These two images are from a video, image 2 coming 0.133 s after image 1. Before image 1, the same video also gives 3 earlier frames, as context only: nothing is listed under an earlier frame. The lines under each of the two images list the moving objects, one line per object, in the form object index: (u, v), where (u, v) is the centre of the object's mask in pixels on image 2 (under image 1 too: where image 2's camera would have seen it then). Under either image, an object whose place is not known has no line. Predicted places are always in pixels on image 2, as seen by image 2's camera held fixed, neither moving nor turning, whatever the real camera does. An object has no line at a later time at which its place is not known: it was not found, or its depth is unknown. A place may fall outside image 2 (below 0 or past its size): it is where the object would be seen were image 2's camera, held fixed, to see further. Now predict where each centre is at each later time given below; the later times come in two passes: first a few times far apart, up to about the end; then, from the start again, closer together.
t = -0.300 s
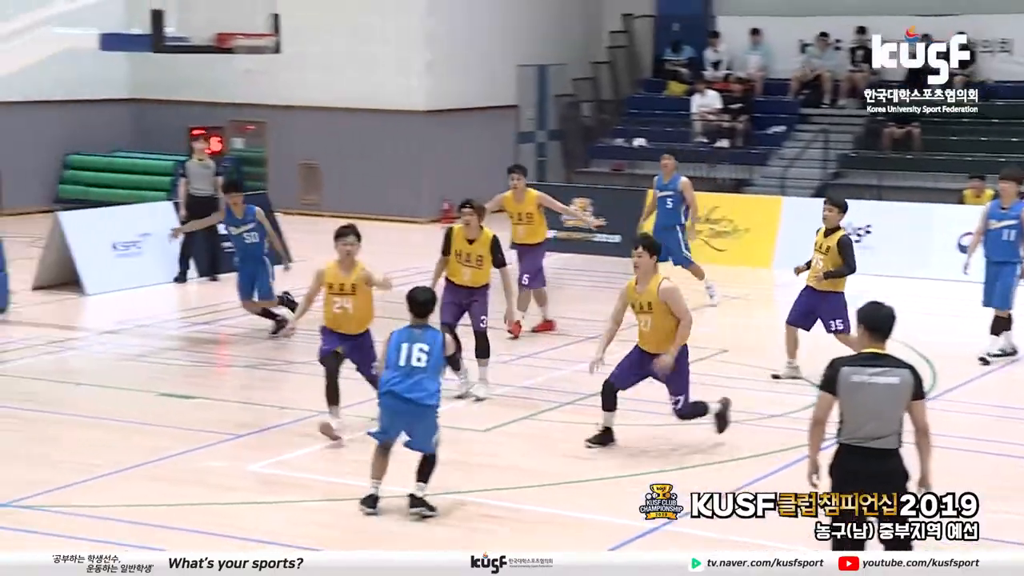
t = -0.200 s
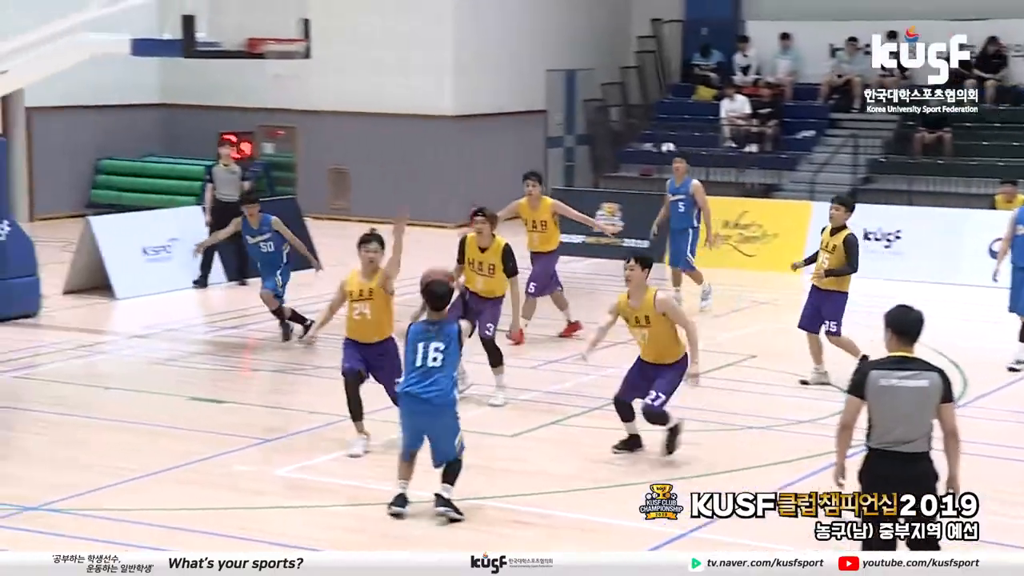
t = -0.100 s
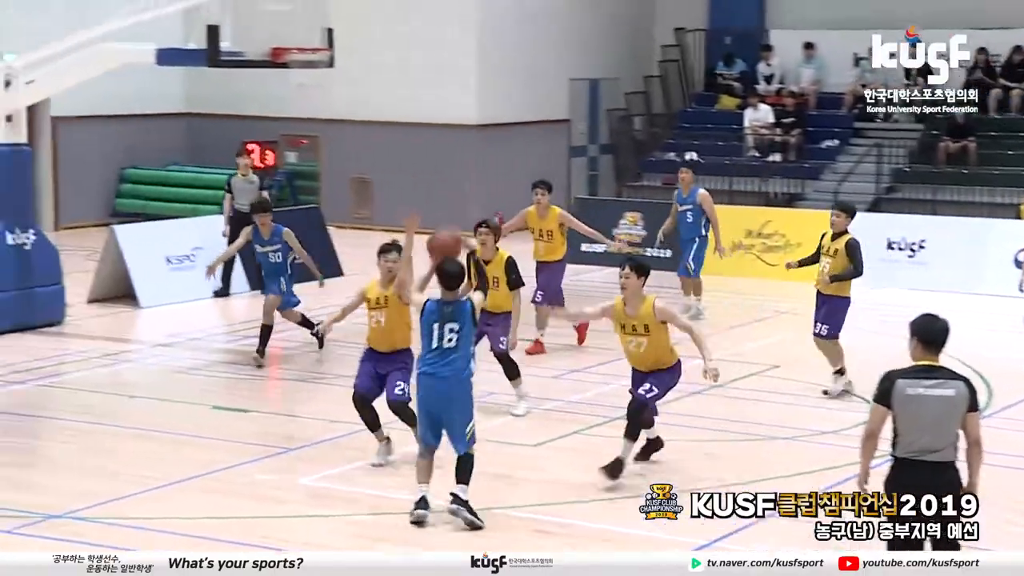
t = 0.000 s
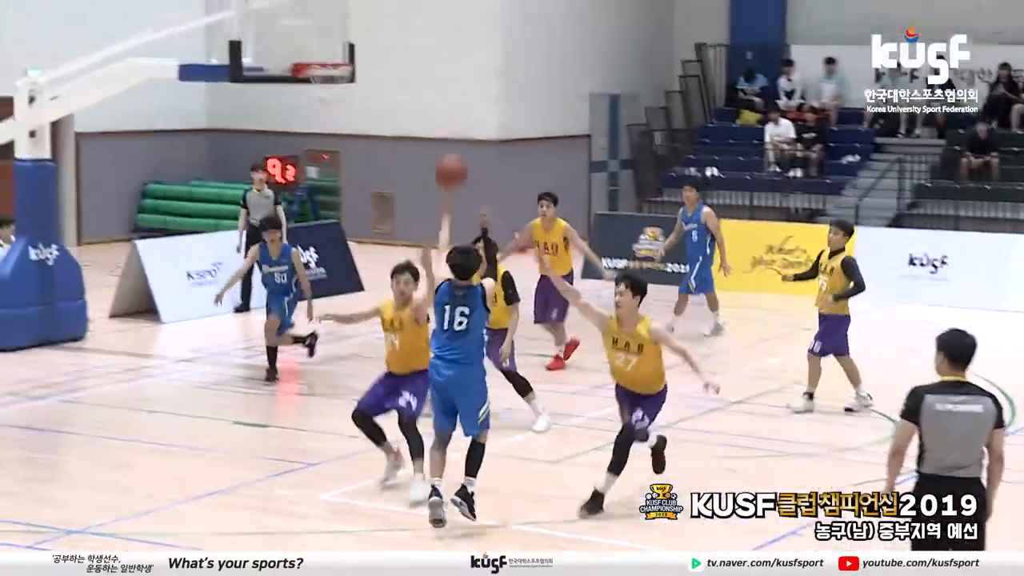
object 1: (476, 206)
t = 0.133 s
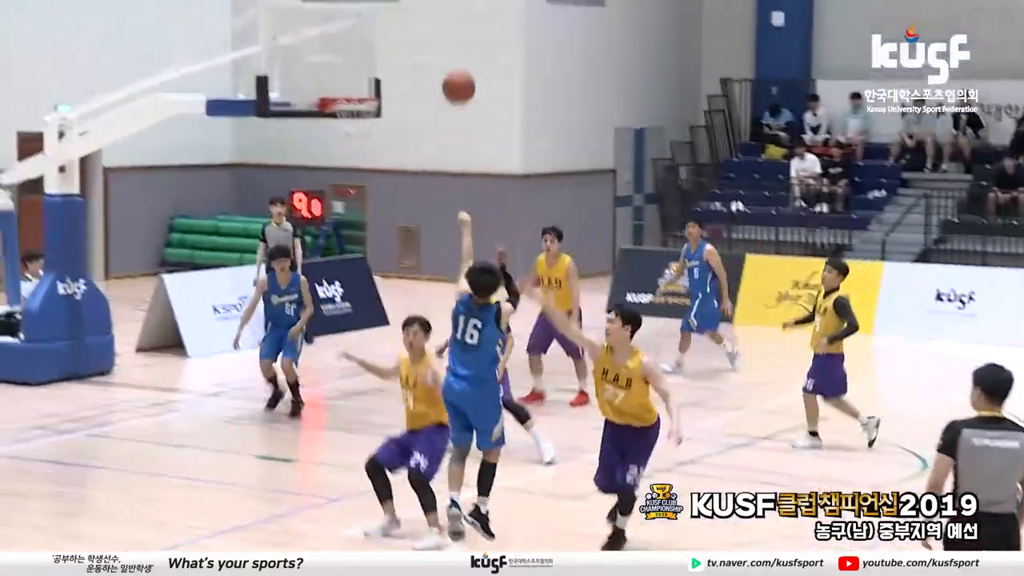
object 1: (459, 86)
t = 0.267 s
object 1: (442, -2)
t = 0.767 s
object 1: (389, -93)
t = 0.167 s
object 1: (454, 62)
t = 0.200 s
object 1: (450, 39)
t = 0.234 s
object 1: (446, 17)
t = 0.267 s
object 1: (442, -2)
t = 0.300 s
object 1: (437, -18)
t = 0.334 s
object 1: (433, -34)
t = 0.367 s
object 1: (429, -47)
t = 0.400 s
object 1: (425, -59)
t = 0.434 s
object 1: (422, -66)
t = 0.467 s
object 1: (418, -77)
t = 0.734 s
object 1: (392, -99)
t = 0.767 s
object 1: (389, -93)
